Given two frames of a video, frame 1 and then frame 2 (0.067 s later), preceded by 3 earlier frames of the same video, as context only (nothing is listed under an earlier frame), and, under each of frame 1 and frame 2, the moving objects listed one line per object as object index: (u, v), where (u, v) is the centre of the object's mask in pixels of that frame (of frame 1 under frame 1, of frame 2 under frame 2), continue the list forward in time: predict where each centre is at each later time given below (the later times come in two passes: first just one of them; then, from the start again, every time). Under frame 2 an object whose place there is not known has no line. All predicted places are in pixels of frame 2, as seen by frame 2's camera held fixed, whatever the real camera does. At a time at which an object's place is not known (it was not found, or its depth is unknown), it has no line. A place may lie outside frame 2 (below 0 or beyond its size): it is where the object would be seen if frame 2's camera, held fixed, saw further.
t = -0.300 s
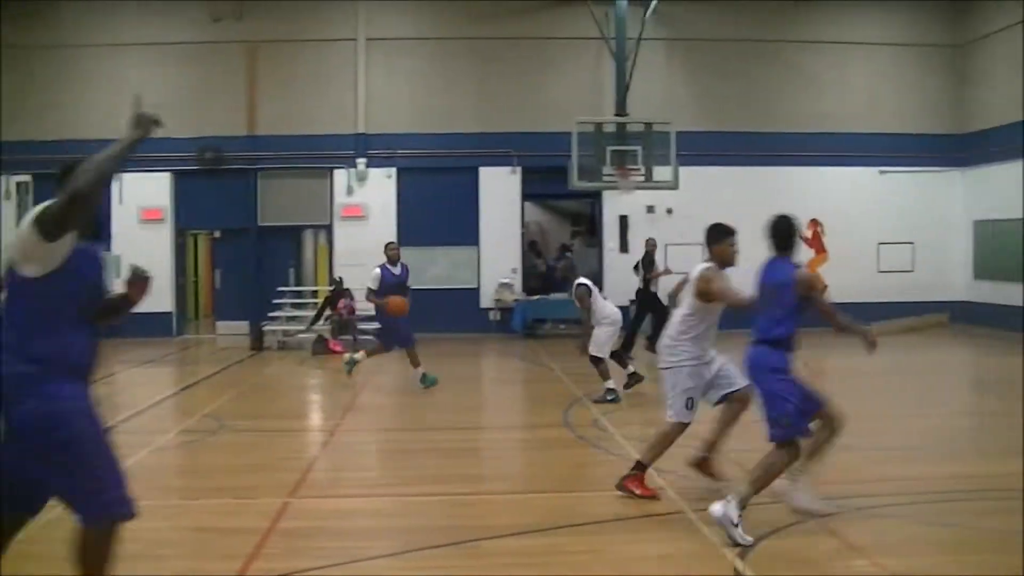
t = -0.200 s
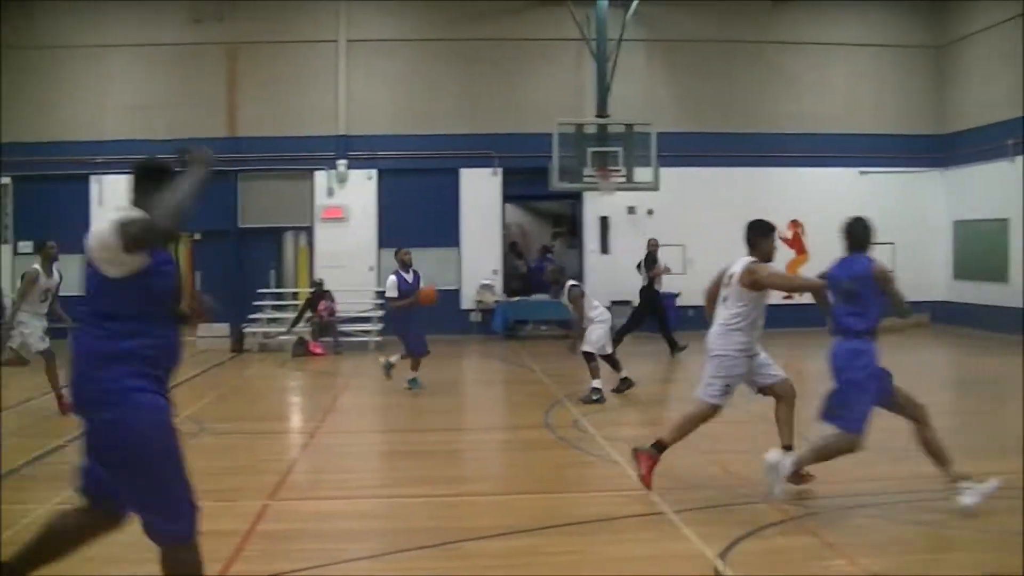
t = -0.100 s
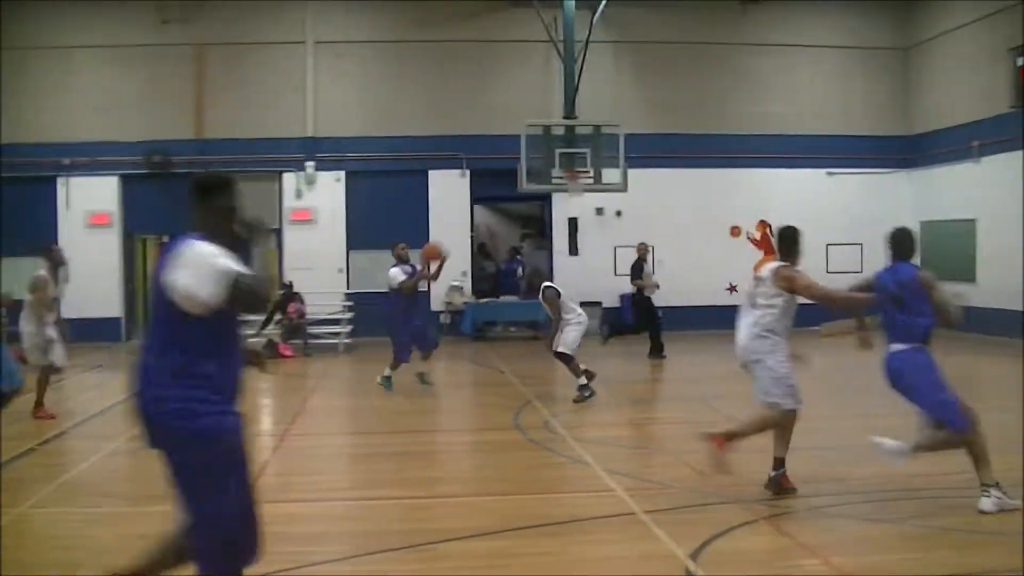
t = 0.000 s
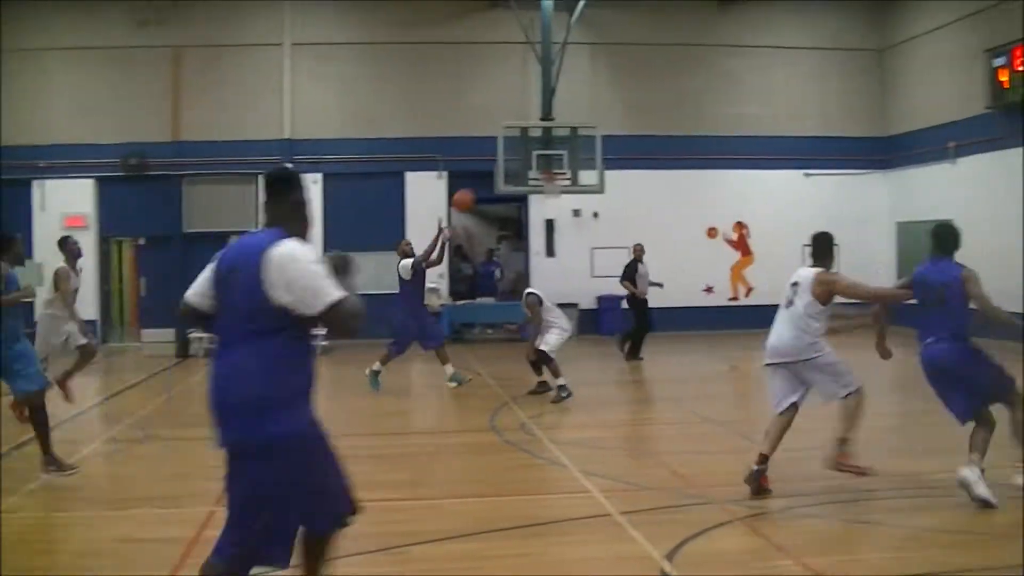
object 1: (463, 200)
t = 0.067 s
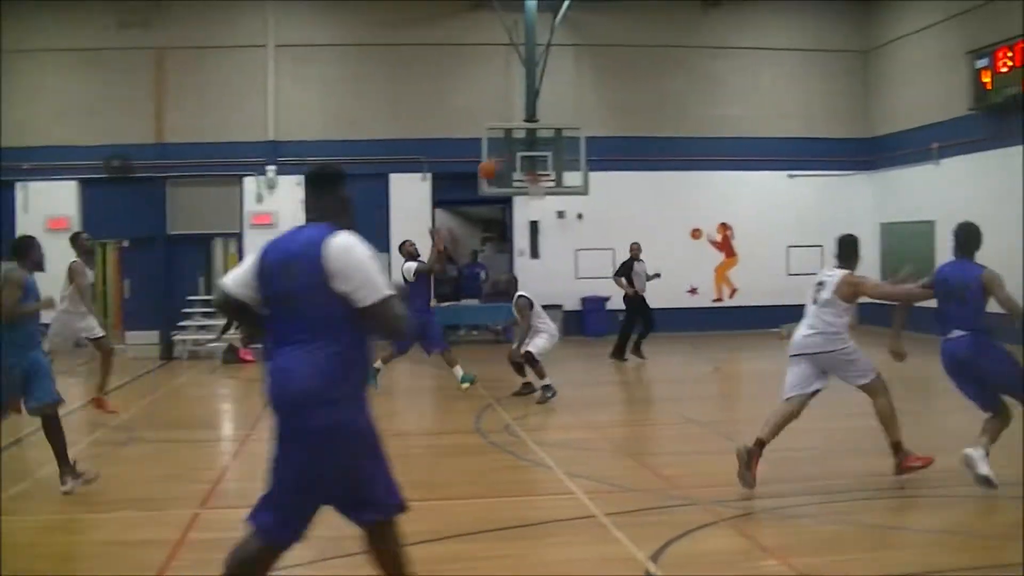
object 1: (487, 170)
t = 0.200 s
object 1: (566, 116)
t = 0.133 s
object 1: (526, 141)
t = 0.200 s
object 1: (566, 116)
